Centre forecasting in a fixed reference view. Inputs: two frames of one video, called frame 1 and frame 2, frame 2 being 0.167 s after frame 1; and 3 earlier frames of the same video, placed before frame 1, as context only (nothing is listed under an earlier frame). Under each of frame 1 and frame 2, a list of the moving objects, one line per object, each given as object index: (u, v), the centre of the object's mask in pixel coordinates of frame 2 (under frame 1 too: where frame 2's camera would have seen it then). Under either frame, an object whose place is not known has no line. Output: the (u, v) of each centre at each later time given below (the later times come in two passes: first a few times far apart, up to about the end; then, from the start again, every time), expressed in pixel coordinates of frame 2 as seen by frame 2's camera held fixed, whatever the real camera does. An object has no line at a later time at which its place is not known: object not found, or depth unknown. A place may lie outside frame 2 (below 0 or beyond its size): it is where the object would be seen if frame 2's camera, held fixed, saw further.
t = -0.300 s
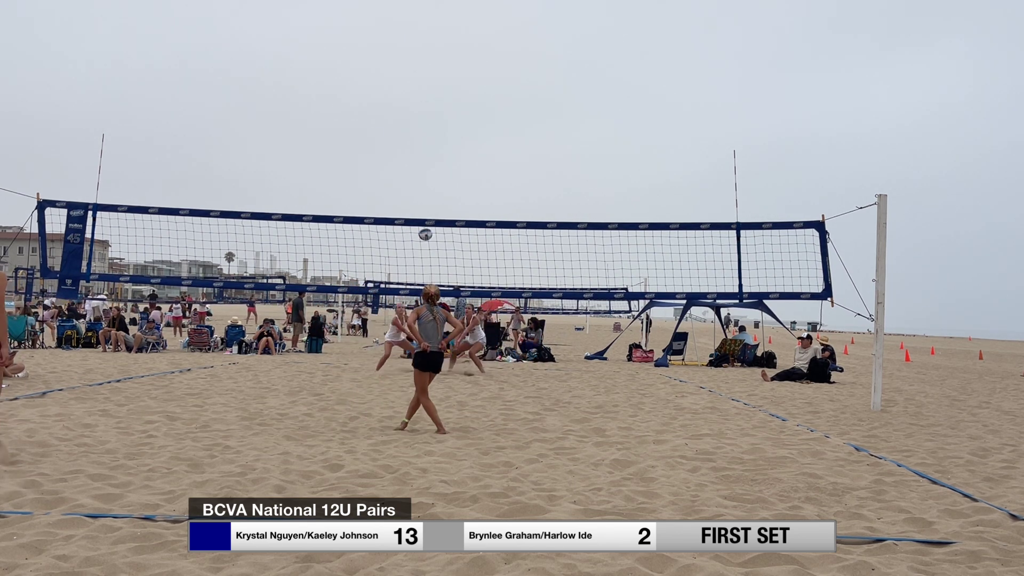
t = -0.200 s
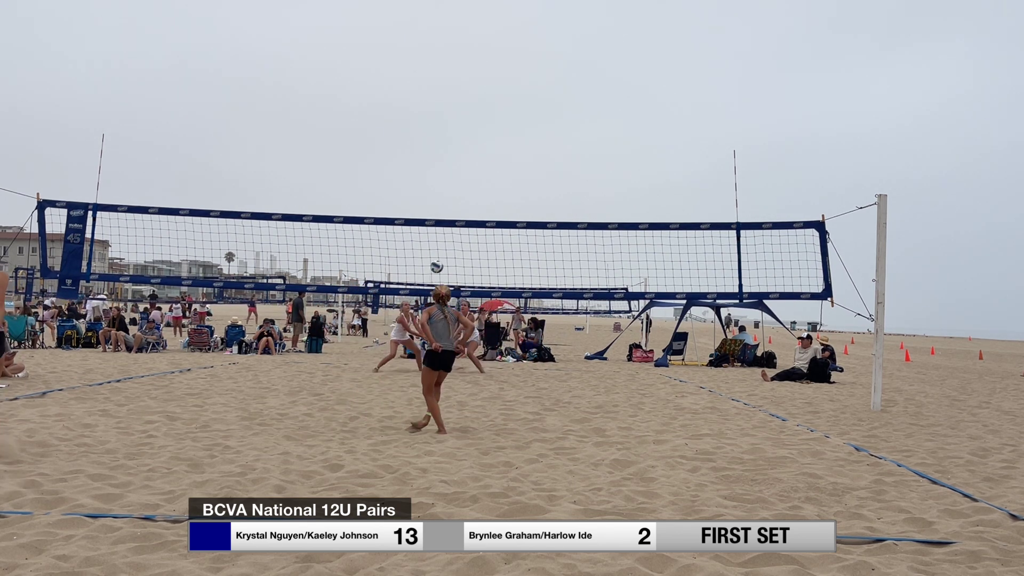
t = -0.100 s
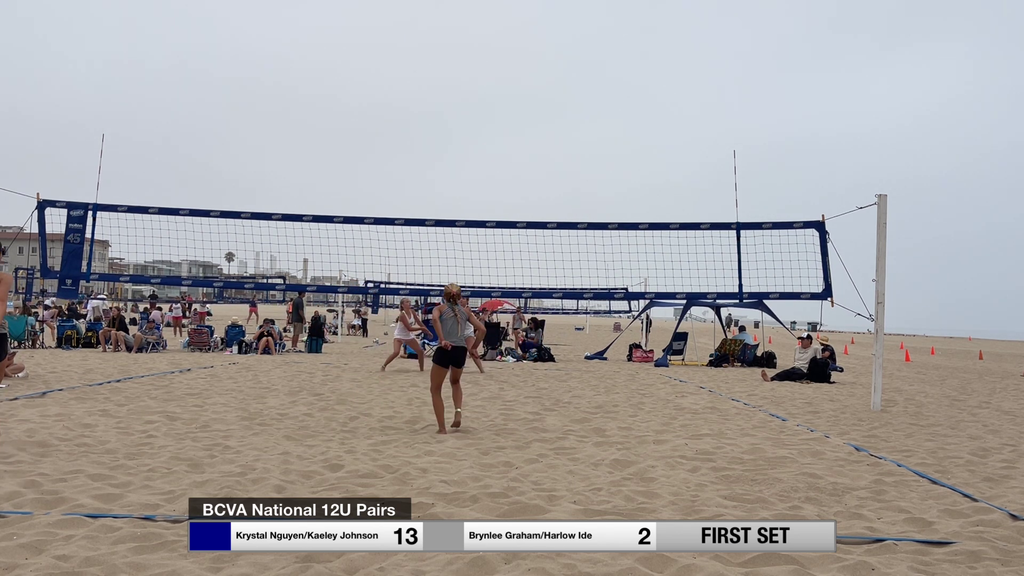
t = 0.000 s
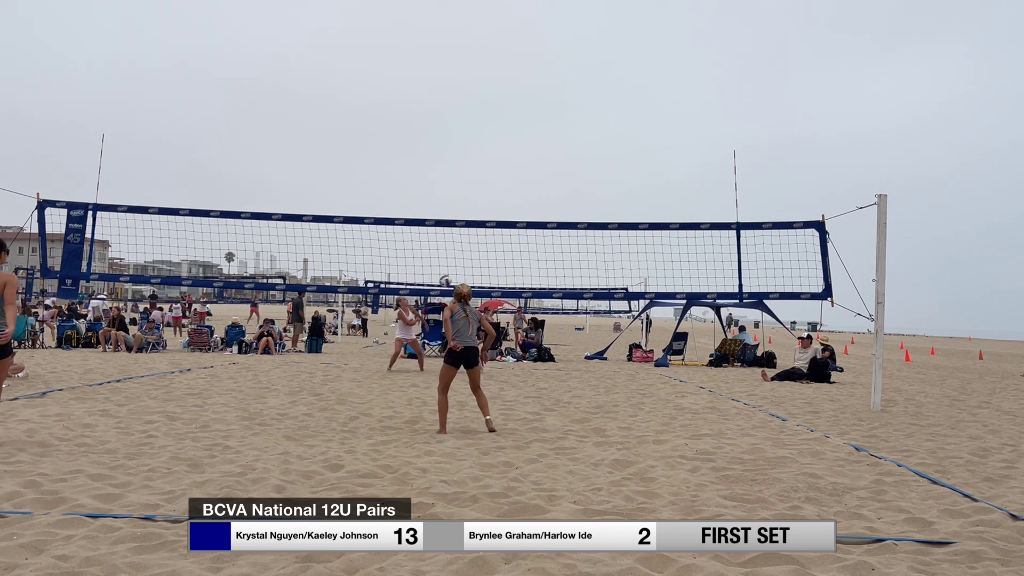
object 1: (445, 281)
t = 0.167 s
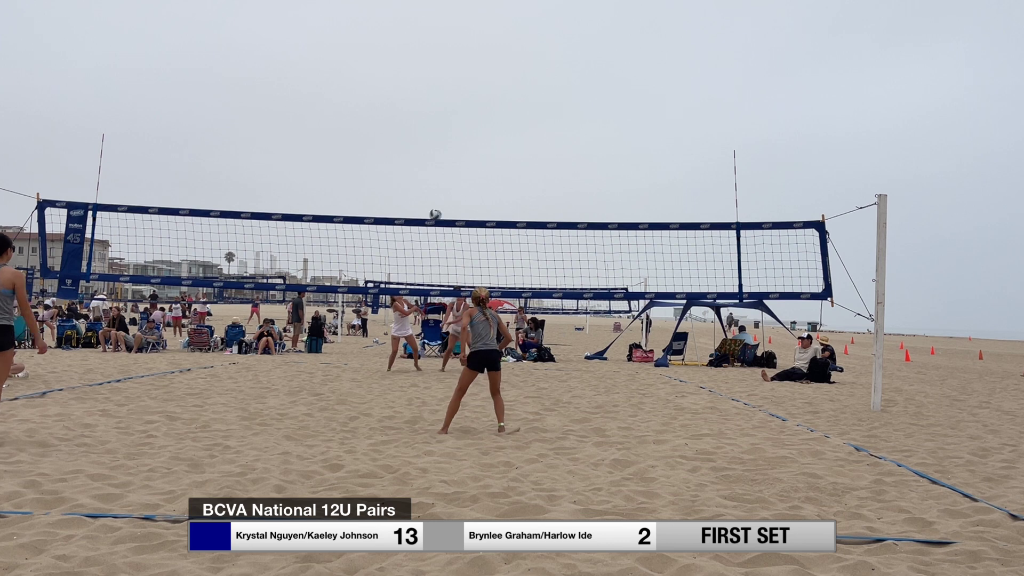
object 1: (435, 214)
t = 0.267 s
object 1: (429, 183)
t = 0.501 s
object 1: (413, 130)
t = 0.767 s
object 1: (393, 107)
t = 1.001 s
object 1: (374, 121)
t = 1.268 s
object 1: (349, 177)
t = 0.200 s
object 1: (433, 203)
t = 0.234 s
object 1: (431, 193)
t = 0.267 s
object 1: (429, 183)
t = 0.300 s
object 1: (427, 173)
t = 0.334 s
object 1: (425, 165)
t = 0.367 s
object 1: (422, 156)
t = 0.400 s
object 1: (420, 149)
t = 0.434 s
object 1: (418, 142)
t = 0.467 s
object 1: (415, 135)
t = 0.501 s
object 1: (413, 130)
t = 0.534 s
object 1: (411, 125)
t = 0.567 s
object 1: (408, 121)
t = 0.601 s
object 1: (406, 117)
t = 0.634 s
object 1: (403, 113)
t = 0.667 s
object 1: (401, 111)
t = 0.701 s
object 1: (398, 109)
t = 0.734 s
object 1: (396, 108)
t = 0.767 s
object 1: (393, 107)
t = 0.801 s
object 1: (390, 107)
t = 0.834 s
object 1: (388, 108)
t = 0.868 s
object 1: (385, 109)
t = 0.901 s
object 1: (382, 111)
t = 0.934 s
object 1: (379, 114)
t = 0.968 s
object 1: (377, 117)
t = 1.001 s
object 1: (374, 121)
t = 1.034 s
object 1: (371, 126)
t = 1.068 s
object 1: (368, 131)
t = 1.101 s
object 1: (365, 137)
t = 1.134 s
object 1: (362, 144)
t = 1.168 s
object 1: (359, 151)
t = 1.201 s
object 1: (356, 159)
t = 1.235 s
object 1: (353, 168)
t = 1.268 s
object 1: (349, 177)
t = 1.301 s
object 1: (346, 187)
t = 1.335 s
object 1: (343, 197)
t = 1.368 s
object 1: (339, 209)
